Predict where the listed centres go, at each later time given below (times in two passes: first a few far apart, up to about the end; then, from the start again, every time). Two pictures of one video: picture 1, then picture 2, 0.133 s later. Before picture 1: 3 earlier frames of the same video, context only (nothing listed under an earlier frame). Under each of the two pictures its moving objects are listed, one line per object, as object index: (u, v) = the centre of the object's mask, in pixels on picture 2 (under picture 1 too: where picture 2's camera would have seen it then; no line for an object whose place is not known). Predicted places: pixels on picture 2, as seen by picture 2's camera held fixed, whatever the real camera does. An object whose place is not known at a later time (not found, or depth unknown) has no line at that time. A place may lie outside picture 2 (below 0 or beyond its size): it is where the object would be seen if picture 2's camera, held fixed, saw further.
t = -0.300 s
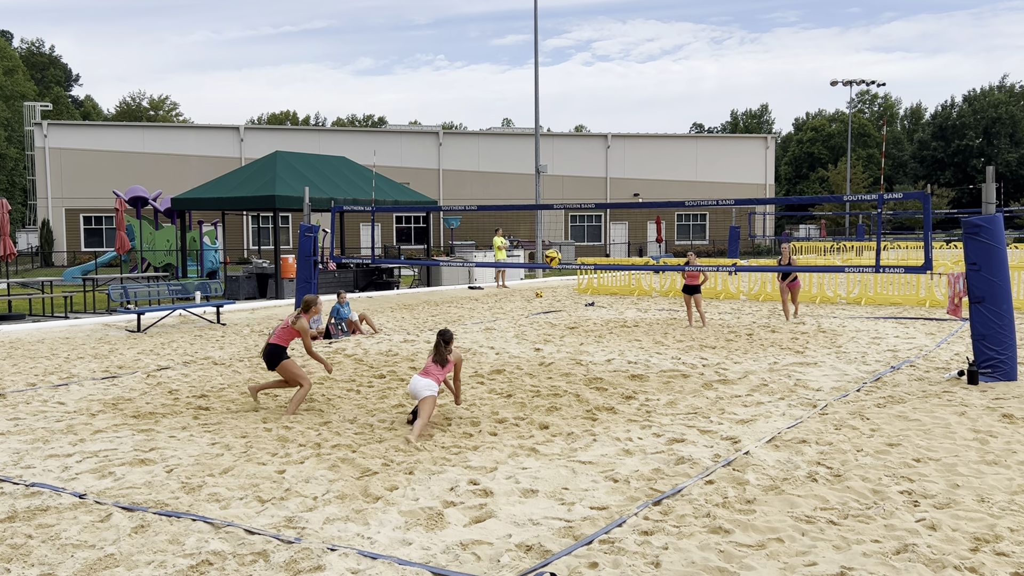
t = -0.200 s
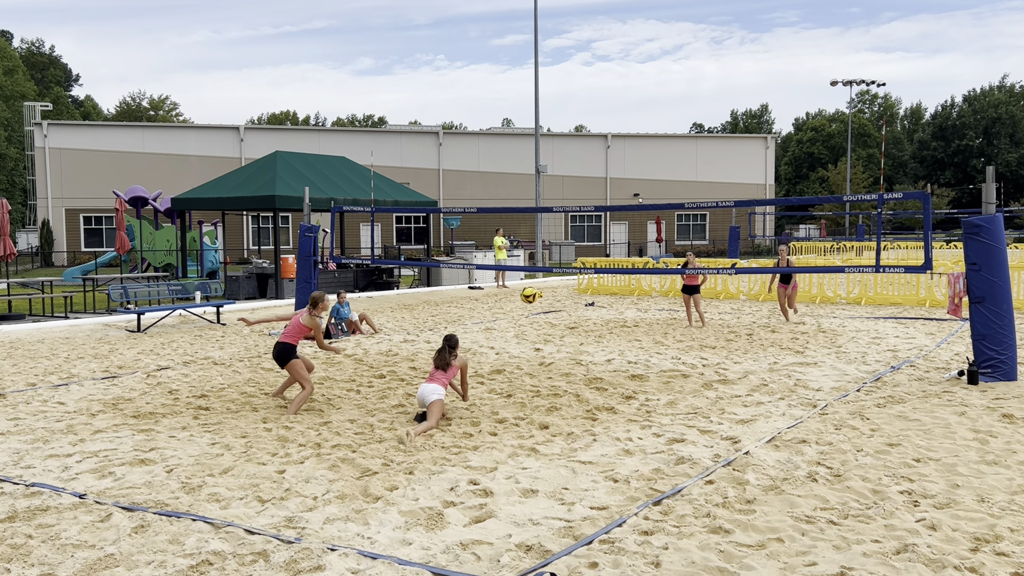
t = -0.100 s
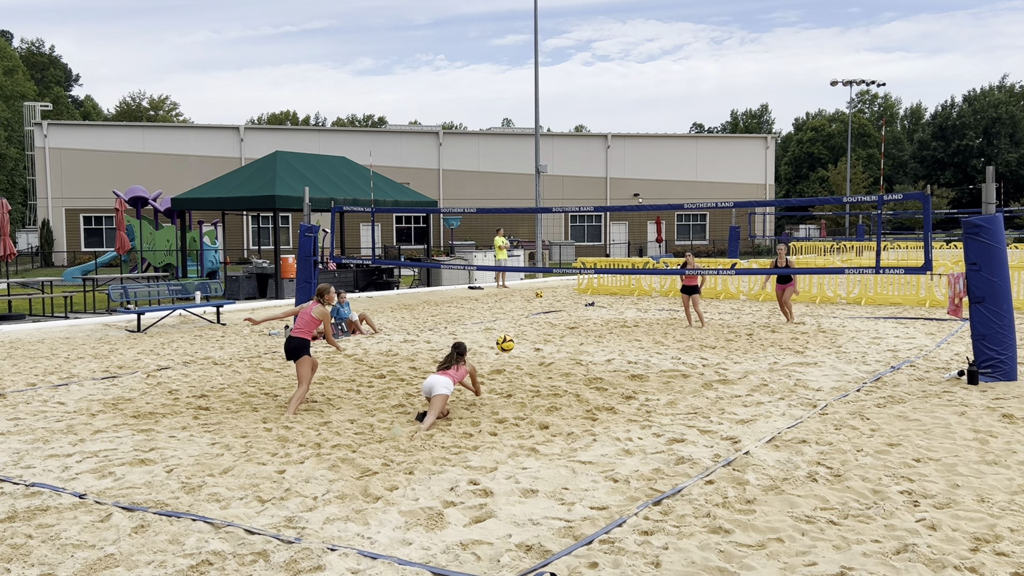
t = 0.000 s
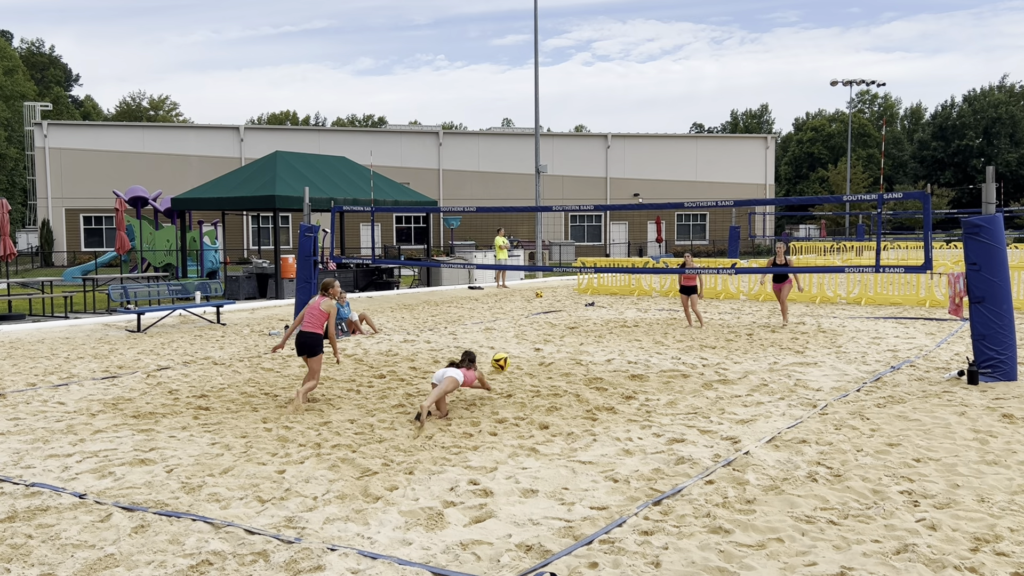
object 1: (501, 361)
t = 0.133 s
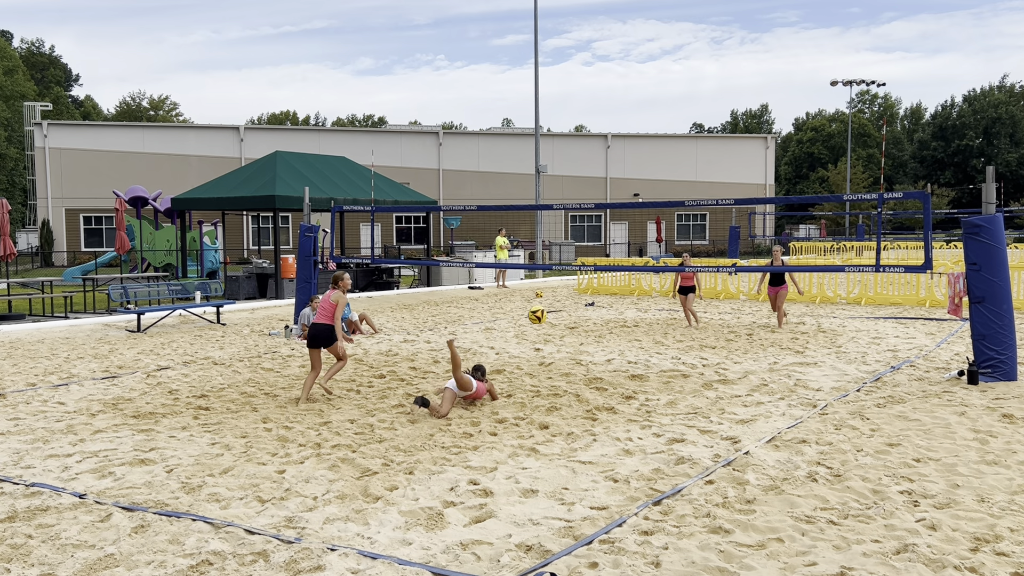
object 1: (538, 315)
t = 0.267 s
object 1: (573, 283)
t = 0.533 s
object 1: (646, 266)
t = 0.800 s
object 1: (716, 308)
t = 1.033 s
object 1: (774, 383)
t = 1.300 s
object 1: (818, 384)
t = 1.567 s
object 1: (866, 394)
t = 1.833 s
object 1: (906, 397)
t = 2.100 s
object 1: (932, 403)
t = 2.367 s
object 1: (952, 405)
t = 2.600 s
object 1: (967, 408)
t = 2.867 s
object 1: (981, 410)
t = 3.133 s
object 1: (988, 412)
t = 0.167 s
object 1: (546, 305)
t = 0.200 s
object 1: (556, 297)
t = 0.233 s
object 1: (564, 290)
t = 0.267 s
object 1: (573, 283)
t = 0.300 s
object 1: (582, 277)
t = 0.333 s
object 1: (592, 273)
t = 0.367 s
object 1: (600, 270)
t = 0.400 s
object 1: (610, 267)
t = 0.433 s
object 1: (619, 266)
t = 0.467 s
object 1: (628, 265)
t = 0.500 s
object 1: (637, 265)
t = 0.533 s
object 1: (646, 266)
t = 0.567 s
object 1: (655, 268)
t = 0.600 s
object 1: (663, 271)
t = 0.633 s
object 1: (672, 275)
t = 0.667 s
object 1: (681, 280)
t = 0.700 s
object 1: (690, 286)
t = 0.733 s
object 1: (698, 292)
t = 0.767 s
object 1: (707, 300)
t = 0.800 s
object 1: (716, 308)
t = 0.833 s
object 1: (725, 318)
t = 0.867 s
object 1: (733, 328)
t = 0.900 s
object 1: (742, 339)
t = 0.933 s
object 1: (750, 351)
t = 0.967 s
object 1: (759, 364)
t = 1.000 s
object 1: (767, 377)
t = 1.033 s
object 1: (774, 383)
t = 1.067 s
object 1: (779, 380)
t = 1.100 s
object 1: (785, 378)
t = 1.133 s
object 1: (790, 377)
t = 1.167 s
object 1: (795, 376)
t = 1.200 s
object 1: (801, 377)
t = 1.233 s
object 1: (806, 378)
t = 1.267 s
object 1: (812, 381)
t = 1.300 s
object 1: (818, 384)
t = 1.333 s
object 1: (823, 386)
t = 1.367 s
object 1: (830, 386)
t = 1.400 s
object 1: (835, 388)
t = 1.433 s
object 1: (842, 389)
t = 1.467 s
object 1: (848, 391)
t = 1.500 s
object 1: (855, 392)
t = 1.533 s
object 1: (860, 394)
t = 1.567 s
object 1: (866, 394)
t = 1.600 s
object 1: (871, 393)
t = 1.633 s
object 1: (877, 395)
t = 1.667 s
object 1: (882, 395)
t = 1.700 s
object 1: (888, 397)
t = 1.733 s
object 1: (893, 397)
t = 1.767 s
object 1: (897, 396)
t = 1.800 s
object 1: (901, 397)
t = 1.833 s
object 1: (906, 397)
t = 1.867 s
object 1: (910, 399)
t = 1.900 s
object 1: (914, 401)
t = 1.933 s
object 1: (917, 401)
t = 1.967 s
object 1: (920, 401)
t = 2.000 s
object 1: (923, 403)
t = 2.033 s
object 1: (926, 403)
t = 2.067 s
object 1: (929, 402)
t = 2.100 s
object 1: (932, 403)
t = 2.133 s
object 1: (935, 403)
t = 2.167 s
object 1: (938, 403)
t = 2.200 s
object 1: (940, 403)
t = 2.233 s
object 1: (943, 403)
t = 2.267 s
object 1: (945, 404)
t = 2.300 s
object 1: (947, 404)
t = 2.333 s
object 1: (950, 404)
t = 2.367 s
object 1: (952, 405)
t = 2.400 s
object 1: (954, 405)
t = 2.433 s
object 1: (956, 405)
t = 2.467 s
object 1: (958, 406)
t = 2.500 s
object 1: (960, 408)
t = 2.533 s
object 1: (963, 408)
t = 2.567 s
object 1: (965, 408)
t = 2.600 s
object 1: (967, 408)
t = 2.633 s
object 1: (970, 408)
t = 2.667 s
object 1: (972, 408)
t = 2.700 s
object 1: (973, 408)
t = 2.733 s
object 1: (975, 408)
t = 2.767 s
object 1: (977, 409)
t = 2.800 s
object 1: (978, 409)
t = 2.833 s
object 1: (980, 409)
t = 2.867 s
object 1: (981, 410)
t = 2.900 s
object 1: (982, 411)
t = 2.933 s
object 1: (984, 411)
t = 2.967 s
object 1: (985, 411)
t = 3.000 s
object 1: (985, 411)
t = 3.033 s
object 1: (986, 411)
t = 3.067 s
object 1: (987, 411)
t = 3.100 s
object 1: (987, 411)
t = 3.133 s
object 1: (988, 412)
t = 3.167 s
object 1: (988, 412)
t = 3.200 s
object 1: (988, 412)
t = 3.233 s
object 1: (987, 412)
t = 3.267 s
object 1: (987, 412)
